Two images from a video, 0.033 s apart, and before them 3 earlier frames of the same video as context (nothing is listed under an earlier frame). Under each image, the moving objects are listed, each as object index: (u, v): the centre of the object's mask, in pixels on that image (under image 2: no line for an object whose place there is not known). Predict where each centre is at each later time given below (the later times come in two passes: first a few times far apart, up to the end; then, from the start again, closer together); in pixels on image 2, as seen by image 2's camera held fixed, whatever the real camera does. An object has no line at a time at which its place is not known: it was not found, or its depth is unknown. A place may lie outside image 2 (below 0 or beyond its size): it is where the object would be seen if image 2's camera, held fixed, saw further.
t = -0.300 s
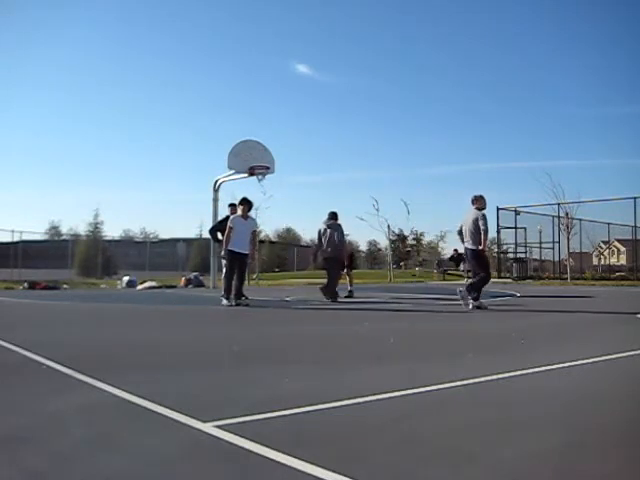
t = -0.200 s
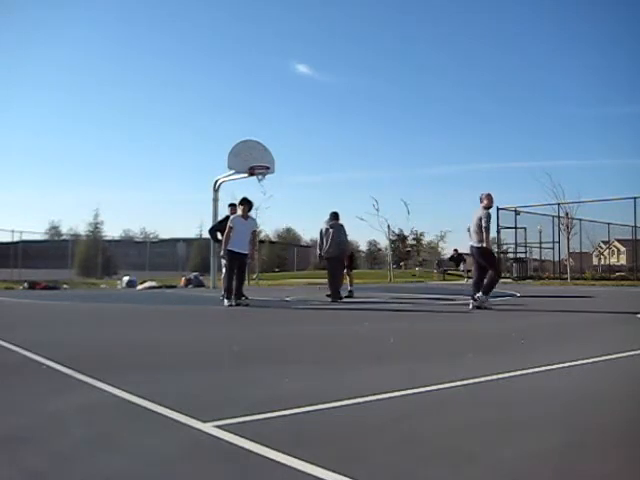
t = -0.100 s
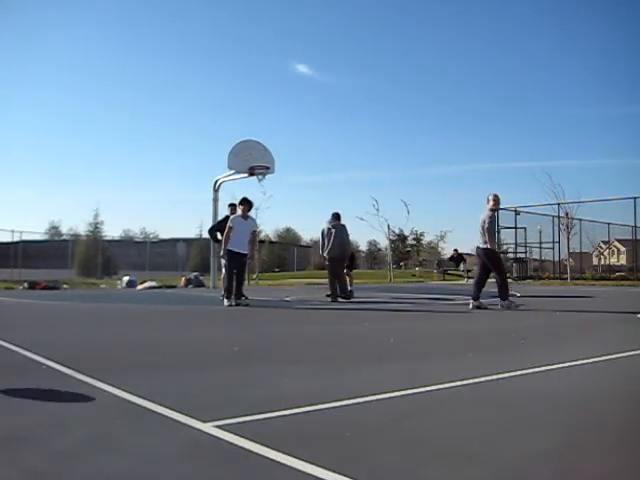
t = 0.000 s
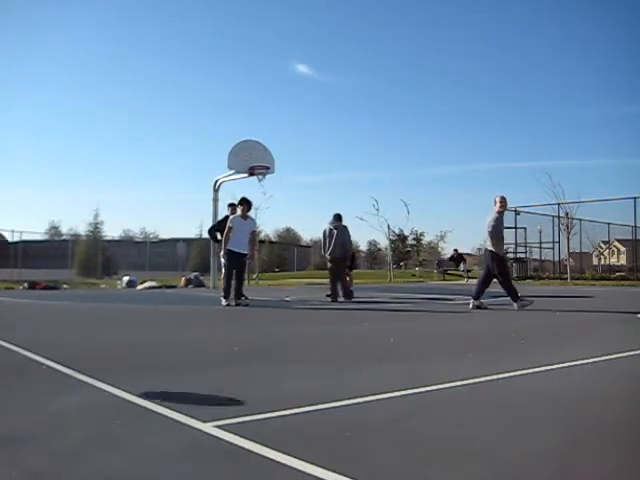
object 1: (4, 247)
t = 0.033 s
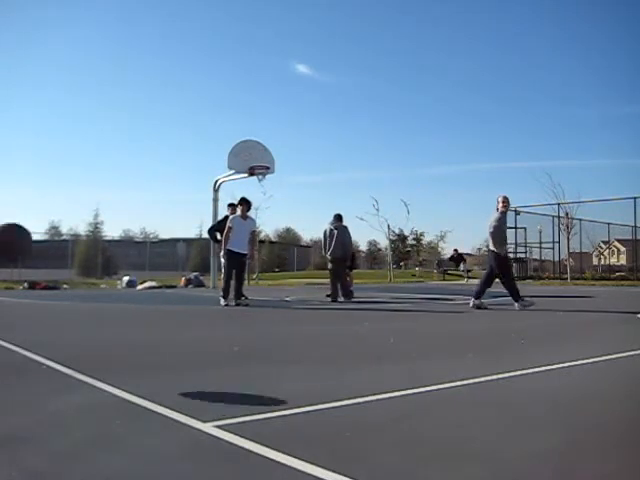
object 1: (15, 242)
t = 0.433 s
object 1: (239, 302)
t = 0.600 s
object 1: (314, 305)
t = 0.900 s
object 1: (426, 265)
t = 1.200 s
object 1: (516, 317)
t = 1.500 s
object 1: (589, 283)
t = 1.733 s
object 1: (633, 314)
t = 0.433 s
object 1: (239, 302)
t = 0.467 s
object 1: (255, 316)
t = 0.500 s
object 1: (270, 332)
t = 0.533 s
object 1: (285, 333)
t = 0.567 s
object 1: (300, 318)
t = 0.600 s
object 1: (314, 305)
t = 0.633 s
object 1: (328, 295)
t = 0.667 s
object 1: (340, 285)
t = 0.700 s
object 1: (354, 278)
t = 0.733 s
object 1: (367, 271)
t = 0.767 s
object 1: (379, 267)
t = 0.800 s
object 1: (391, 264)
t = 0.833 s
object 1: (402, 263)
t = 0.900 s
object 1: (426, 265)
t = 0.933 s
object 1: (435, 269)
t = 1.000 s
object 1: (458, 279)
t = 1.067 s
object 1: (478, 294)
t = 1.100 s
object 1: (488, 304)
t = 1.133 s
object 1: (497, 315)
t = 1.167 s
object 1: (507, 326)
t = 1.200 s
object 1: (516, 317)
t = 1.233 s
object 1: (525, 307)
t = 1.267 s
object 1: (534, 300)
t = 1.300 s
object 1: (542, 294)
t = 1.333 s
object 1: (550, 288)
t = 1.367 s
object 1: (558, 285)
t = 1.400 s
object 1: (566, 284)
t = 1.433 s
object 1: (574, 282)
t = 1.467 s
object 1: (581, 282)
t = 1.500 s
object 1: (589, 283)
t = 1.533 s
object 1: (596, 286)
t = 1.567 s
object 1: (604, 289)
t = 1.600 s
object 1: (611, 295)
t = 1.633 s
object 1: (619, 301)
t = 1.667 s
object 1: (626, 307)
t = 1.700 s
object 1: (630, 315)
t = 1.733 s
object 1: (633, 314)
